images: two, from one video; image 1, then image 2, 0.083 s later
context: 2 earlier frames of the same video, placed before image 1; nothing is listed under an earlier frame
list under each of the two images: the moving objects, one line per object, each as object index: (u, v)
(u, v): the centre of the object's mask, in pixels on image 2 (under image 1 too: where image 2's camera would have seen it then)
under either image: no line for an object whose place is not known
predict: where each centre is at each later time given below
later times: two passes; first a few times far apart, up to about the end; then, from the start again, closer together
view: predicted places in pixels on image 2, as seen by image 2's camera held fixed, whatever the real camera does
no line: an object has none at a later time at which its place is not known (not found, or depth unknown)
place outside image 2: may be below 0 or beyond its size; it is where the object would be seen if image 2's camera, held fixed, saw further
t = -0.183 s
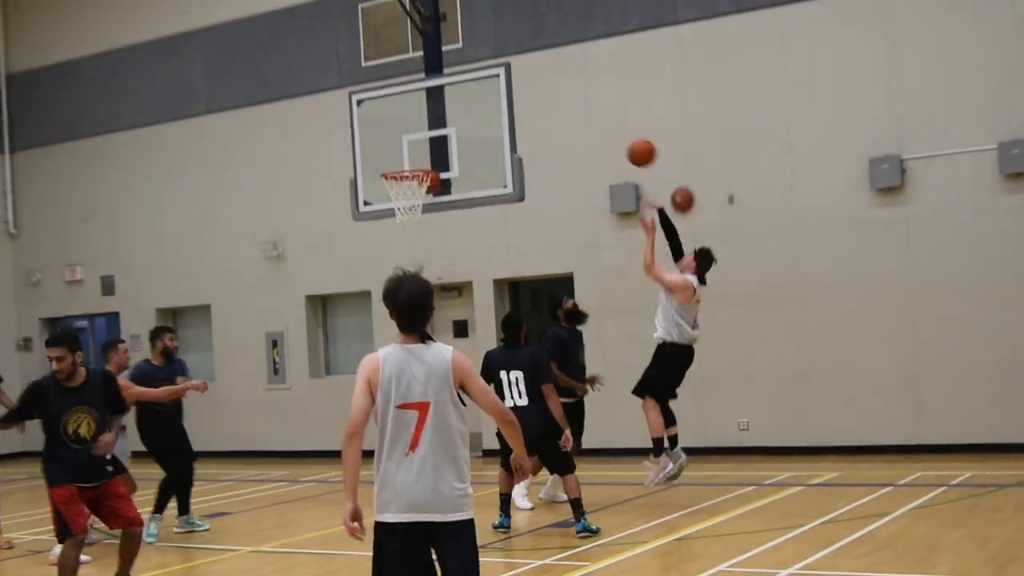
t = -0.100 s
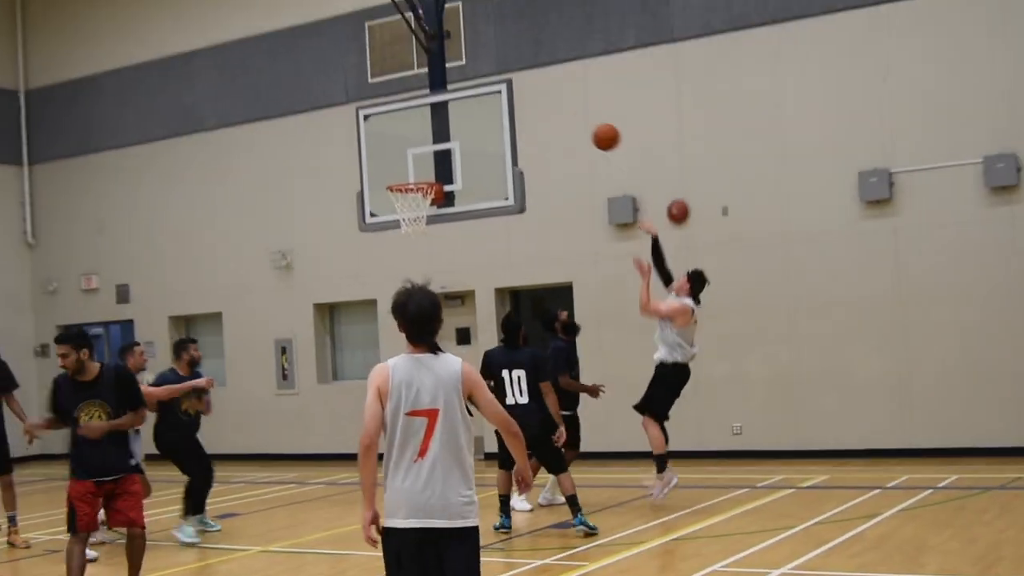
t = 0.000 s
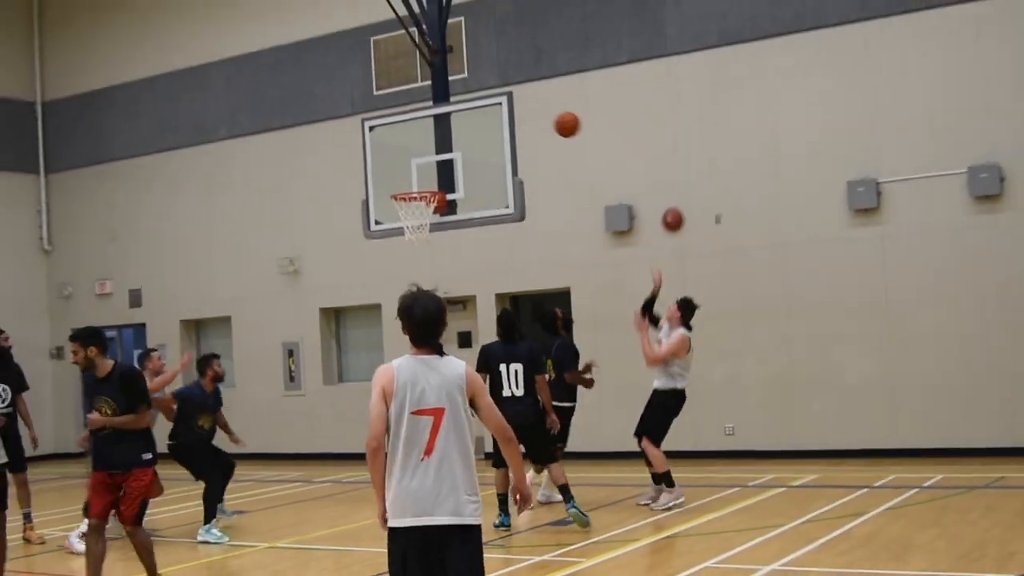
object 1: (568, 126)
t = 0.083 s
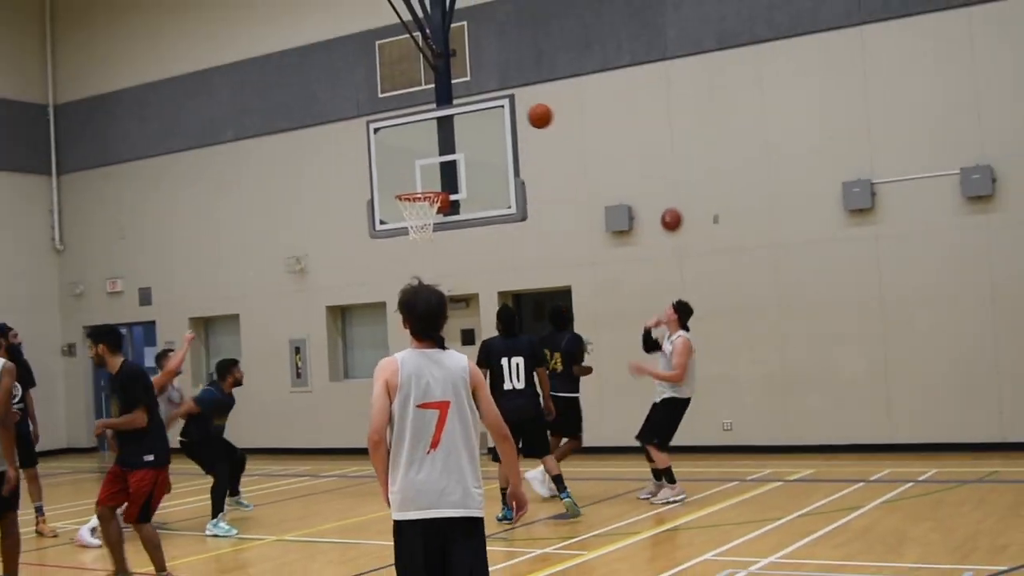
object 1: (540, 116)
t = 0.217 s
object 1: (498, 113)
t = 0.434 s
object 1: (435, 146)
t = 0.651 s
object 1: (401, 162)
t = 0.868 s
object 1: (407, 126)
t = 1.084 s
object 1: (415, 134)
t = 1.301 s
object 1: (423, 178)
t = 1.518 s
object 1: (415, 158)
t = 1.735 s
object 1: (409, 182)
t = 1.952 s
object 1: (428, 225)
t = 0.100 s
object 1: (535, 114)
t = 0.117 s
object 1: (530, 113)
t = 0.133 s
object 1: (524, 113)
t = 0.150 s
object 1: (519, 113)
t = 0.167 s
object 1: (513, 112)
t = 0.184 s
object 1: (508, 113)
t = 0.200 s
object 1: (503, 112)
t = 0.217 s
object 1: (498, 113)
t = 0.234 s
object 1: (493, 114)
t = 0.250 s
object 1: (488, 116)
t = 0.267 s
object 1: (483, 117)
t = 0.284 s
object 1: (478, 119)
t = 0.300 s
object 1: (473, 121)
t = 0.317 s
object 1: (468, 123)
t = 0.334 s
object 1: (463, 125)
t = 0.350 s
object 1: (458, 128)
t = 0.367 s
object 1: (454, 131)
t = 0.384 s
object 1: (449, 135)
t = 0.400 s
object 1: (444, 139)
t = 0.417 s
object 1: (440, 142)
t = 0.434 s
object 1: (435, 146)
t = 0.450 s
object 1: (430, 151)
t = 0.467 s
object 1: (426, 156)
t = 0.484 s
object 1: (421, 160)
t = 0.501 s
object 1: (417, 165)
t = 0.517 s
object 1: (412, 171)
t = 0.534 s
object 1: (408, 176)
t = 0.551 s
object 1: (404, 181)
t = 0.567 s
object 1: (400, 185)
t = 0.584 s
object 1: (400, 182)
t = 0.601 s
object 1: (401, 177)
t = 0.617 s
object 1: (401, 171)
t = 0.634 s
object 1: (401, 166)
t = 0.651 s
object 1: (401, 162)
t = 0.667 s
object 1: (402, 158)
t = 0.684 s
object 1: (402, 154)
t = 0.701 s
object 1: (402, 150)
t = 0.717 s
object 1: (403, 146)
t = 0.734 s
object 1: (403, 143)
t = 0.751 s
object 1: (404, 140)
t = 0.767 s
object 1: (404, 137)
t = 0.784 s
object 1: (404, 135)
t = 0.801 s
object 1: (405, 132)
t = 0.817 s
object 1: (405, 130)
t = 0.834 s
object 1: (406, 129)
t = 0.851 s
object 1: (406, 127)
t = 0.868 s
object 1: (407, 126)
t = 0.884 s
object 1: (407, 125)
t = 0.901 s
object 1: (408, 124)
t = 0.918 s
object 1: (408, 124)
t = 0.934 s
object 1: (409, 124)
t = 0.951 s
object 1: (409, 124)
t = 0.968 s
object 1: (410, 124)
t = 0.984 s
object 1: (410, 125)
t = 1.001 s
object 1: (411, 126)
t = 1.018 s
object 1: (412, 127)
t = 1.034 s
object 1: (412, 129)
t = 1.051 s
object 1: (413, 130)
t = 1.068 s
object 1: (414, 132)
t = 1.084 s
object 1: (415, 134)
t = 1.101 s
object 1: (415, 137)
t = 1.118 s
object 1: (416, 140)
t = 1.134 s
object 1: (417, 143)
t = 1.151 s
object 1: (417, 146)
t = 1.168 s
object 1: (418, 150)
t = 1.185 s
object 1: (419, 154)
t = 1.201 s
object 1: (420, 158)
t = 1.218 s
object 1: (421, 162)
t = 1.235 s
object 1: (421, 167)
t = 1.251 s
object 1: (422, 172)
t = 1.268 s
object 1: (423, 177)
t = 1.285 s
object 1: (424, 181)
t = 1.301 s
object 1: (423, 178)
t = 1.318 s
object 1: (422, 175)
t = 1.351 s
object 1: (421, 169)
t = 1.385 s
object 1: (419, 165)
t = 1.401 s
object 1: (419, 163)
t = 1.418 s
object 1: (418, 162)
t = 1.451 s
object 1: (417, 159)
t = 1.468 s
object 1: (416, 159)
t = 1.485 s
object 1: (416, 158)
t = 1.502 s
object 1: (415, 158)
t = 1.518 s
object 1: (415, 158)
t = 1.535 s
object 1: (414, 159)
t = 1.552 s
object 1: (414, 159)
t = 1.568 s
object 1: (413, 160)
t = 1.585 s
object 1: (412, 161)
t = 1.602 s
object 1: (412, 163)
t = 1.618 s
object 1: (412, 164)
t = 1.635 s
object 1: (411, 166)
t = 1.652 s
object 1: (411, 169)
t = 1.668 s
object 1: (410, 171)
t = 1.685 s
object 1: (410, 174)
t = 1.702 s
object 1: (410, 177)
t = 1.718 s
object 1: (409, 180)
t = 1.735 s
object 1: (409, 182)
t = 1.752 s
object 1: (409, 184)
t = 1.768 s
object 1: (409, 186)
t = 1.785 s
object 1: (410, 193)
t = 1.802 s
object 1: (411, 195)
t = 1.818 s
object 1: (413, 198)
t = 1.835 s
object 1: (415, 201)
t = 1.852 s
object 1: (416, 202)
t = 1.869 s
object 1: (418, 205)
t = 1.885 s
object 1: (420, 209)
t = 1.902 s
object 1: (423, 213)
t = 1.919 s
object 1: (425, 217)
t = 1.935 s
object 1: (426, 220)
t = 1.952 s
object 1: (428, 225)
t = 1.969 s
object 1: (429, 228)
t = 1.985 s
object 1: (430, 231)
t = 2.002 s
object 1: (430, 238)
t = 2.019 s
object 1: (430, 240)
